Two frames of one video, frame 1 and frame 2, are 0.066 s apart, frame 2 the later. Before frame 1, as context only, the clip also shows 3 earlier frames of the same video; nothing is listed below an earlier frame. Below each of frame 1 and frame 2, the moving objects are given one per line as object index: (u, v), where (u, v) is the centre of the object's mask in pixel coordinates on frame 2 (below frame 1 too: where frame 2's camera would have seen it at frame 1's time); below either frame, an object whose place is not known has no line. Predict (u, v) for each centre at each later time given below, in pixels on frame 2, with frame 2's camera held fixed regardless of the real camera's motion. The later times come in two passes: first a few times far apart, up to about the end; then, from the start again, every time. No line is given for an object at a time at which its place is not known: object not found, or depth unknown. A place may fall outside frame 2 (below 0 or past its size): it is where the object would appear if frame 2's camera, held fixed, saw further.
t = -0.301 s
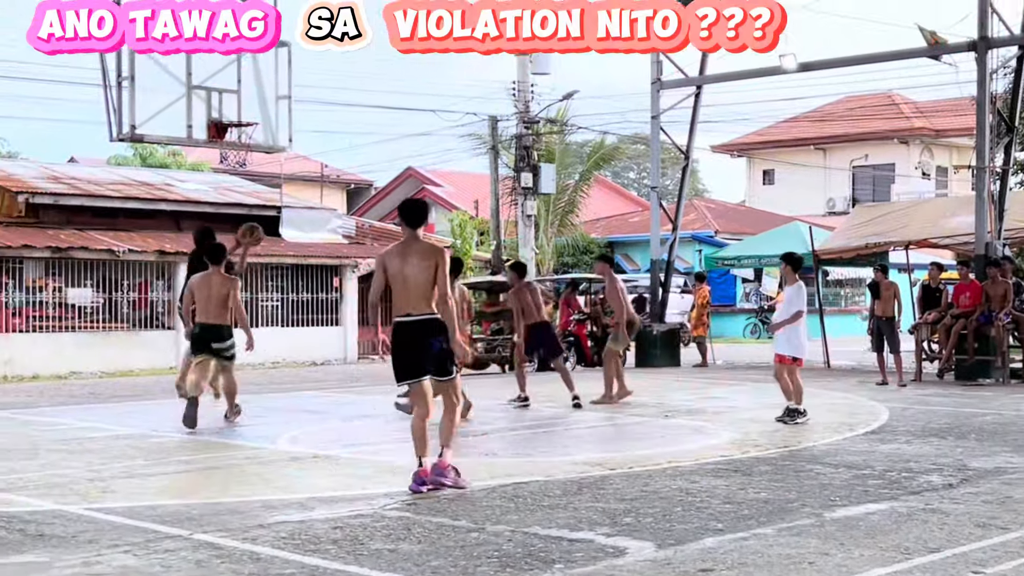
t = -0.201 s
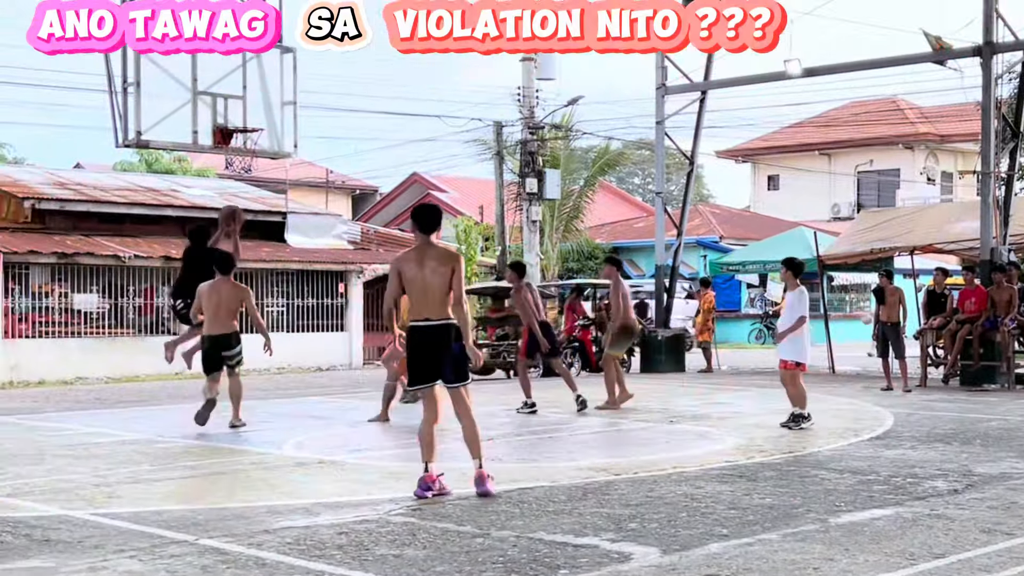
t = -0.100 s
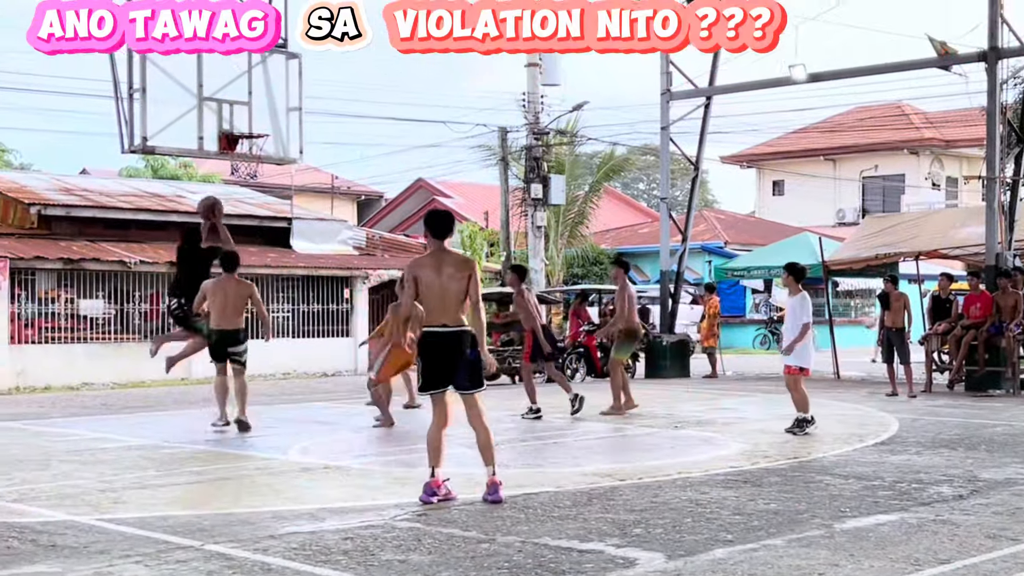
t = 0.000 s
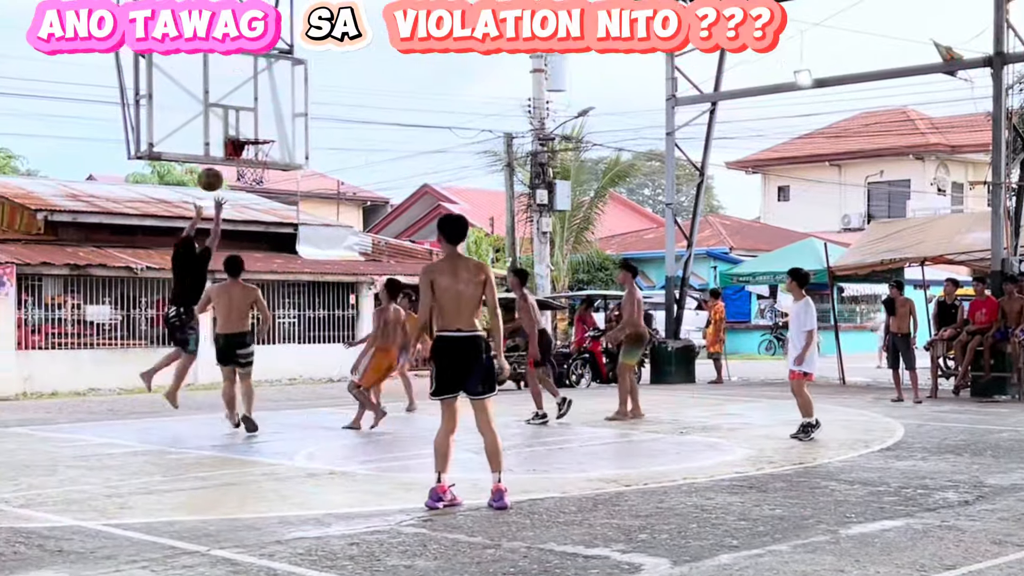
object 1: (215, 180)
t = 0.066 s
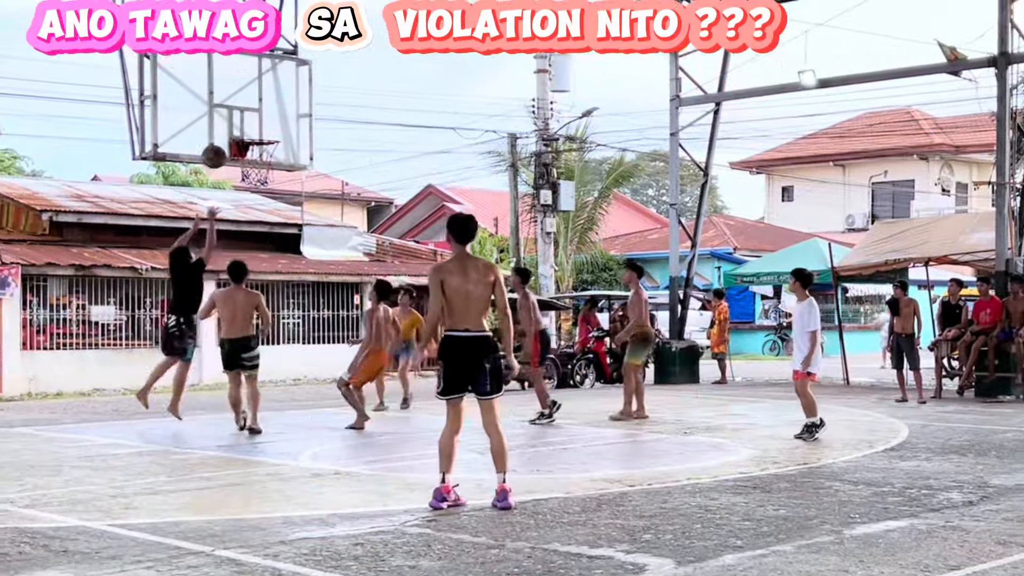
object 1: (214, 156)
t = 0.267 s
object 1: (212, 113)
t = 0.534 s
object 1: (231, 122)
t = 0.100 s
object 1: (214, 147)
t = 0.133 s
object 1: (213, 138)
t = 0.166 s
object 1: (213, 130)
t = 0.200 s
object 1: (213, 123)
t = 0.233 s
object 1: (213, 118)
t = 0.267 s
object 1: (212, 113)
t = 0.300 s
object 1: (213, 111)
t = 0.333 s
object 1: (215, 109)
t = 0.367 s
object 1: (218, 108)
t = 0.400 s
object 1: (220, 109)
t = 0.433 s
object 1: (223, 111)
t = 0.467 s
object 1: (226, 113)
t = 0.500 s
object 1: (228, 117)
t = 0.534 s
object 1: (231, 122)
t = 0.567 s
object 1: (233, 127)
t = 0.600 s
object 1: (232, 126)
